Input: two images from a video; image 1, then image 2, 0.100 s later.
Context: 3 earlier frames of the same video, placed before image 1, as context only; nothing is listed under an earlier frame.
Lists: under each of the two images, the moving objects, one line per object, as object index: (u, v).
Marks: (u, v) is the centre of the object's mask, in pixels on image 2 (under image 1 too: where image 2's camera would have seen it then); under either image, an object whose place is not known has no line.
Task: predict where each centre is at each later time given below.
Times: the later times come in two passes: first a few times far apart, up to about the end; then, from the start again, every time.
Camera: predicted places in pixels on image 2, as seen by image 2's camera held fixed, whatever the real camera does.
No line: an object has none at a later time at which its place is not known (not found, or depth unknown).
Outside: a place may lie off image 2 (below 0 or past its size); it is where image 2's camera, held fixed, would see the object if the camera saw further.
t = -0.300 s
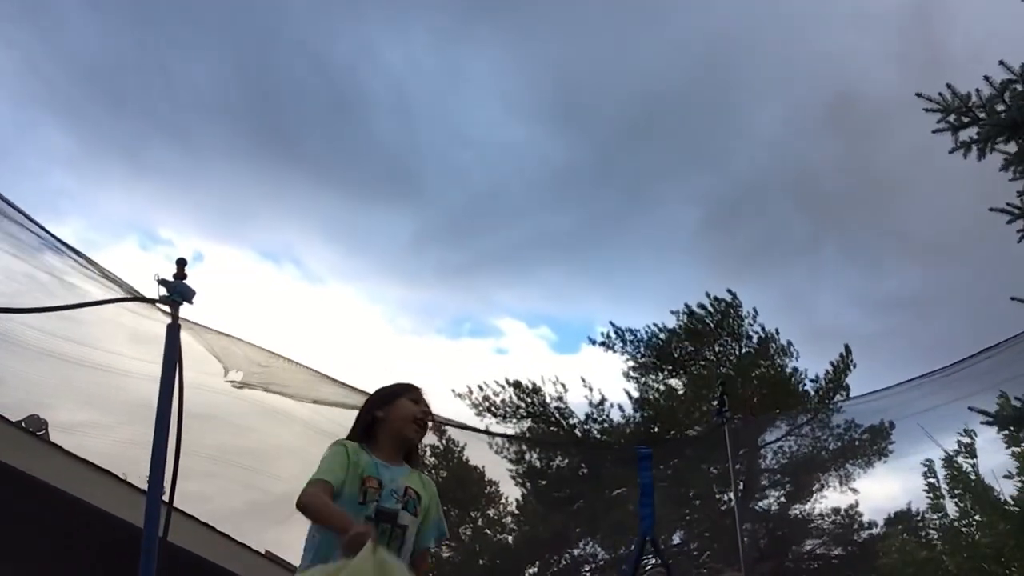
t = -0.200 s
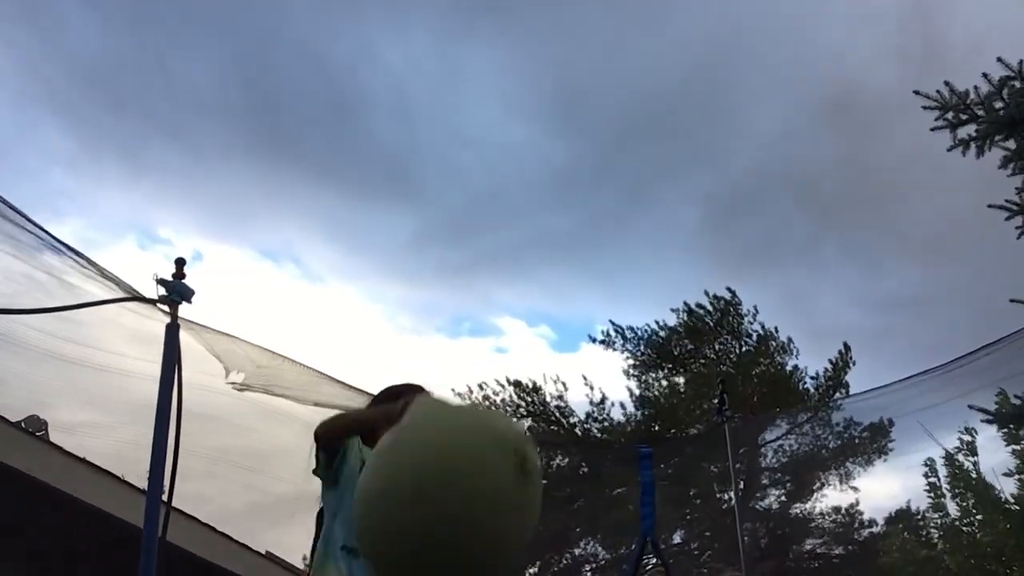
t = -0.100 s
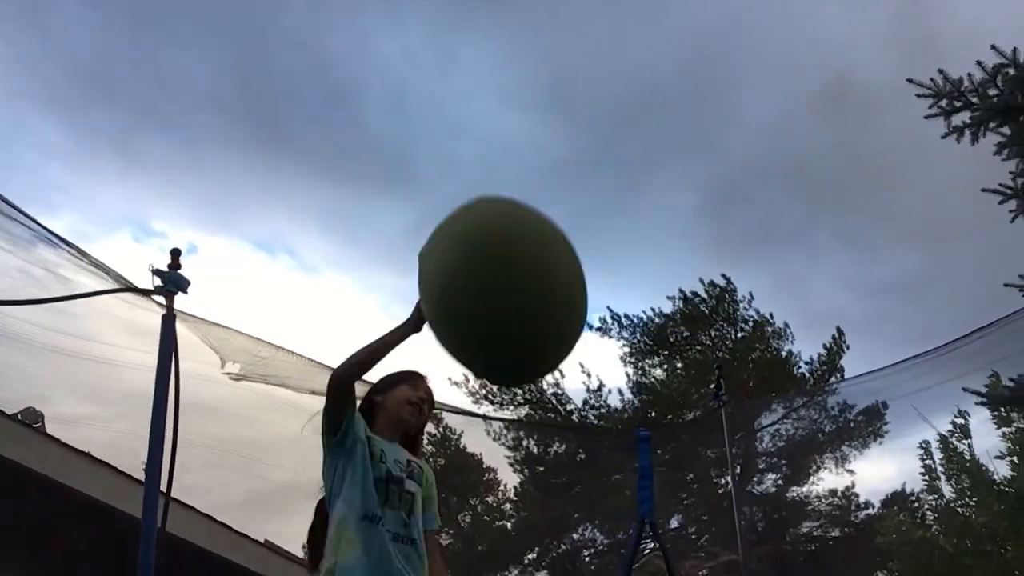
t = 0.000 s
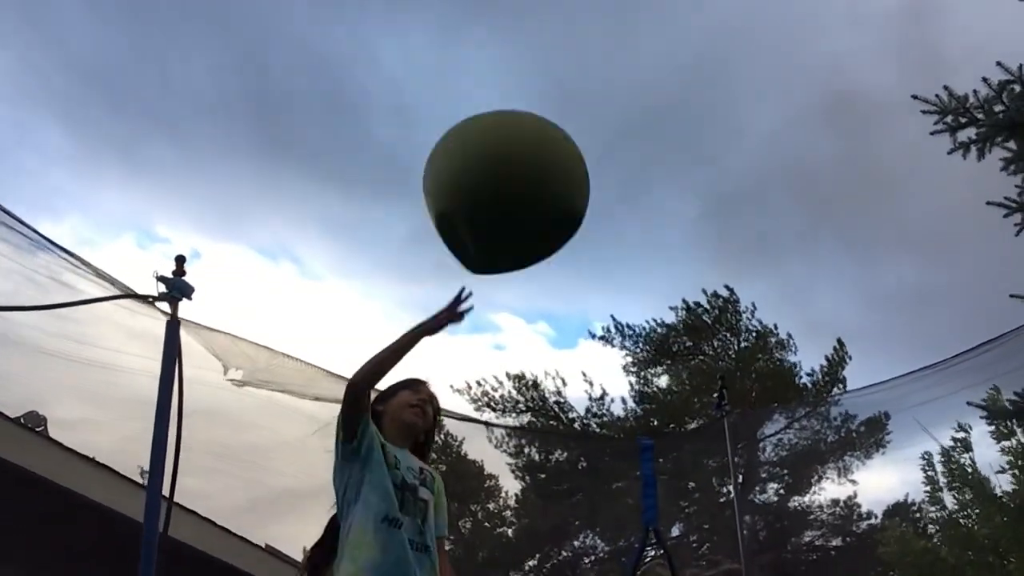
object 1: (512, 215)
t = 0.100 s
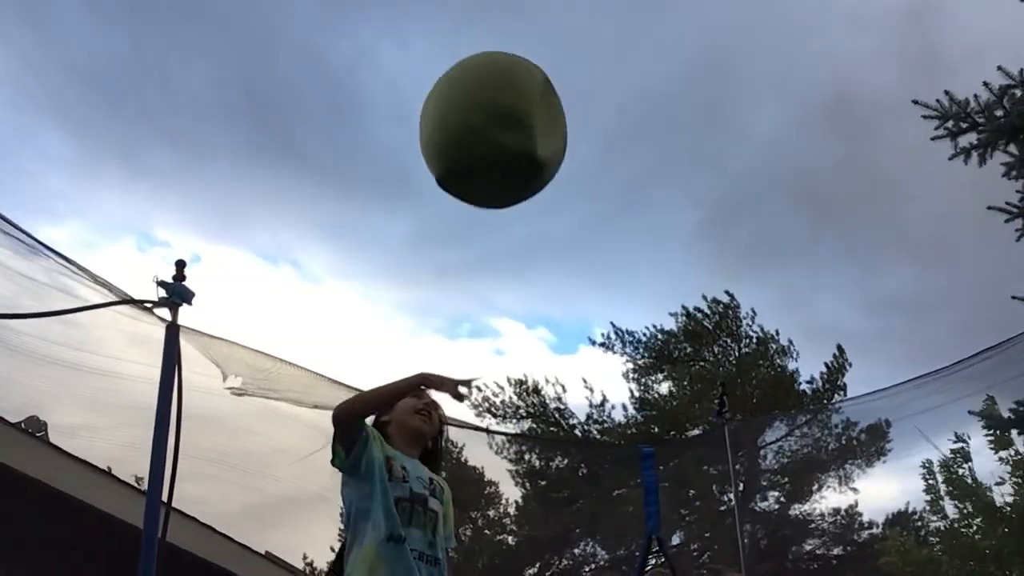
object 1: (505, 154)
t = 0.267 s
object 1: (473, 110)
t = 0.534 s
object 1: (415, 198)
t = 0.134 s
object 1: (504, 136)
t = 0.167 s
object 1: (499, 119)
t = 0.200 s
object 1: (486, 101)
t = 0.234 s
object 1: (475, 108)
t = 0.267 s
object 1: (473, 110)
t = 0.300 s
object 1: (465, 99)
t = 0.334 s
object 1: (458, 101)
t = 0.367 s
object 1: (451, 108)
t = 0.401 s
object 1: (445, 131)
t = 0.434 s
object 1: (439, 123)
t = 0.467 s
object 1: (429, 157)
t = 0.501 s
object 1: (420, 173)
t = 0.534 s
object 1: (415, 198)
